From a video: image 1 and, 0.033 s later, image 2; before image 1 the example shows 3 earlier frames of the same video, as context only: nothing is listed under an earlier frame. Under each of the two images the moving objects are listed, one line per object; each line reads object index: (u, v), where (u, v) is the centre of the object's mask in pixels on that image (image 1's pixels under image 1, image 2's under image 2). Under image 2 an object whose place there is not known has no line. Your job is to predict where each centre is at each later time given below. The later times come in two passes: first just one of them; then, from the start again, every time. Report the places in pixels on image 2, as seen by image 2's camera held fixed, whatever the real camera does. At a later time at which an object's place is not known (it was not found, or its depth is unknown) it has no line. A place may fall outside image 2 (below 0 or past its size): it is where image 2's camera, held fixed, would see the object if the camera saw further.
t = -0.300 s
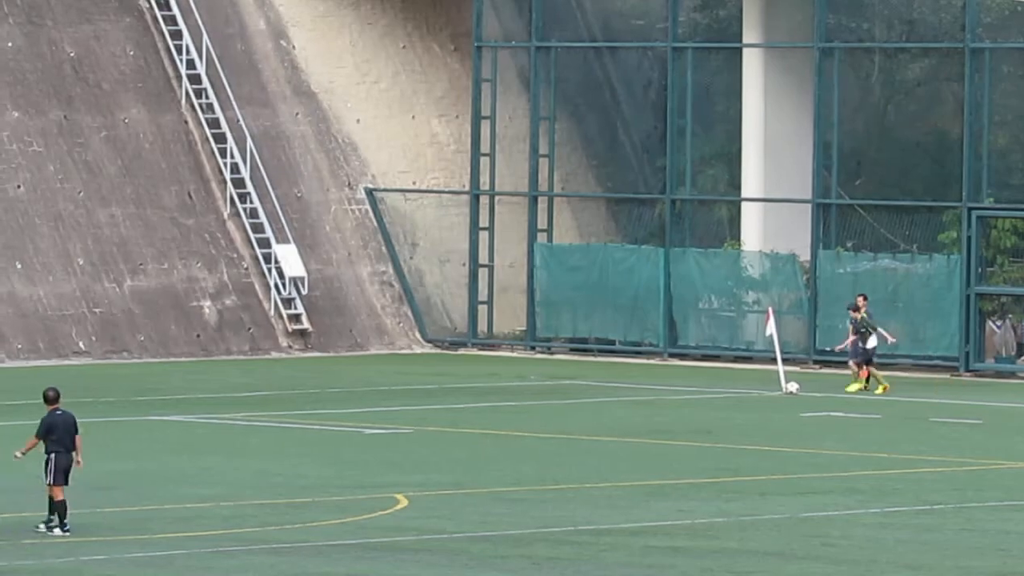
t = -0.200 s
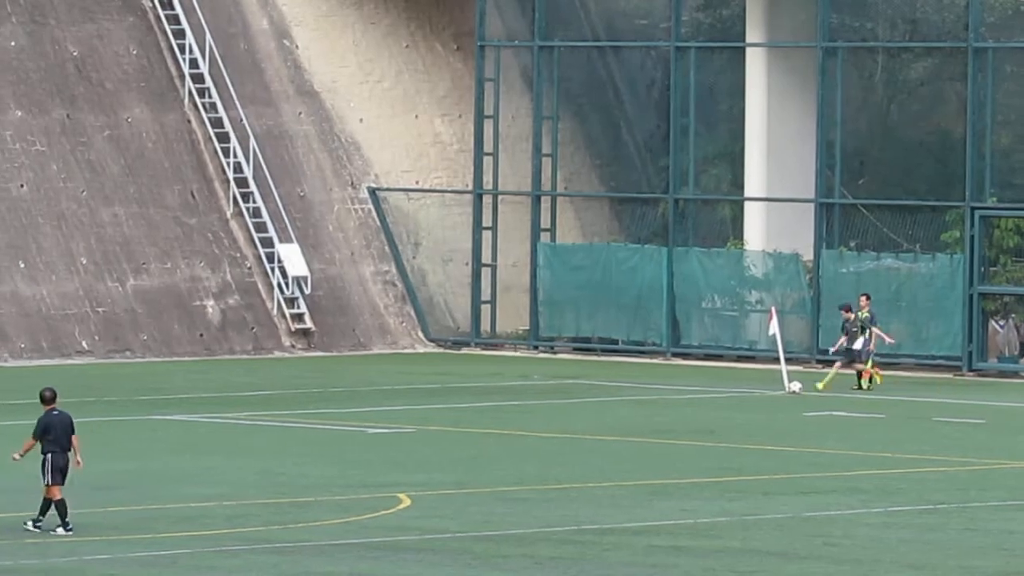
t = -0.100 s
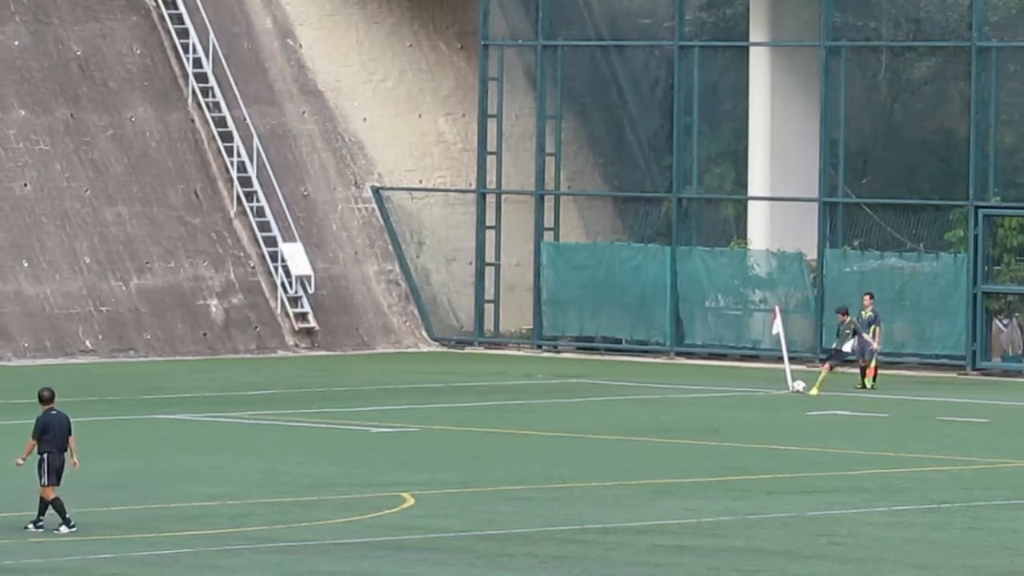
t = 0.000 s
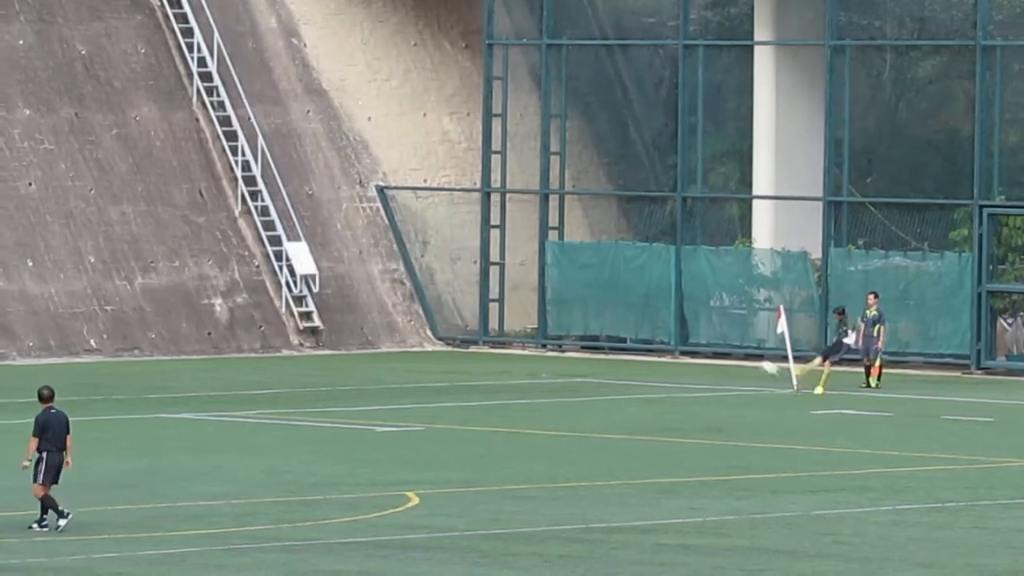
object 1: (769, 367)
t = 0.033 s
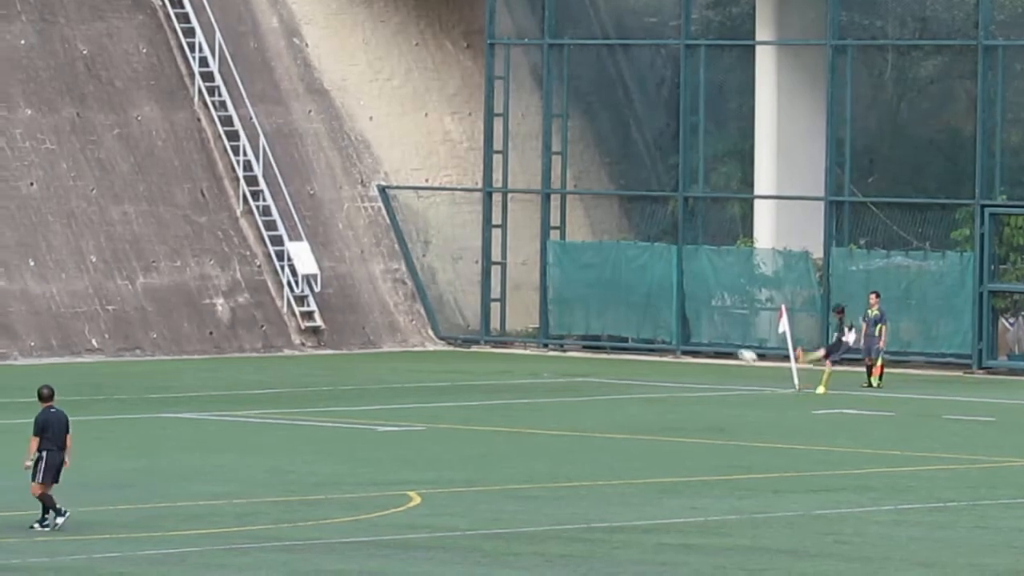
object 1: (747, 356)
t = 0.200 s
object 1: (639, 303)
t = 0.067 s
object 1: (725, 345)
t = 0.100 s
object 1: (703, 334)
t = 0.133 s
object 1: (681, 323)
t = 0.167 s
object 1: (660, 313)
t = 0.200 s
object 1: (639, 303)
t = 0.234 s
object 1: (618, 293)
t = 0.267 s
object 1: (598, 284)
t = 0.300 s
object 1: (578, 276)
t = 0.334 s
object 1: (558, 267)
